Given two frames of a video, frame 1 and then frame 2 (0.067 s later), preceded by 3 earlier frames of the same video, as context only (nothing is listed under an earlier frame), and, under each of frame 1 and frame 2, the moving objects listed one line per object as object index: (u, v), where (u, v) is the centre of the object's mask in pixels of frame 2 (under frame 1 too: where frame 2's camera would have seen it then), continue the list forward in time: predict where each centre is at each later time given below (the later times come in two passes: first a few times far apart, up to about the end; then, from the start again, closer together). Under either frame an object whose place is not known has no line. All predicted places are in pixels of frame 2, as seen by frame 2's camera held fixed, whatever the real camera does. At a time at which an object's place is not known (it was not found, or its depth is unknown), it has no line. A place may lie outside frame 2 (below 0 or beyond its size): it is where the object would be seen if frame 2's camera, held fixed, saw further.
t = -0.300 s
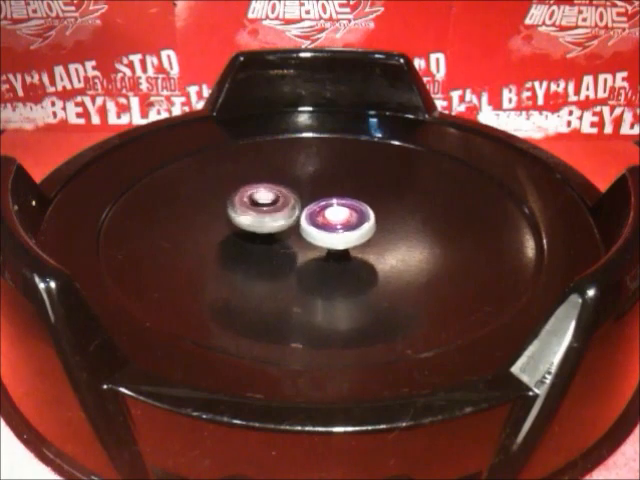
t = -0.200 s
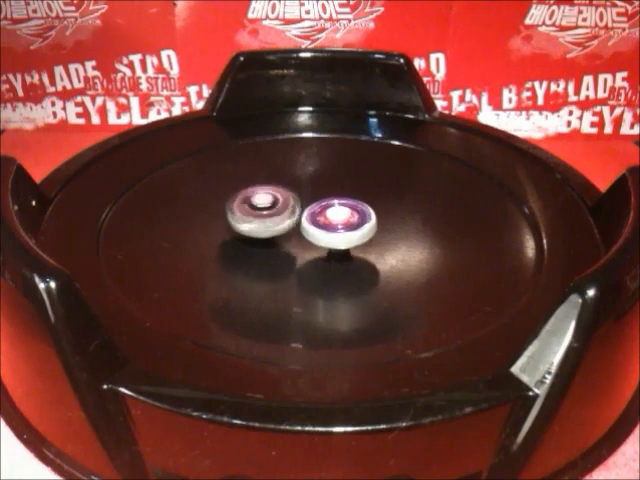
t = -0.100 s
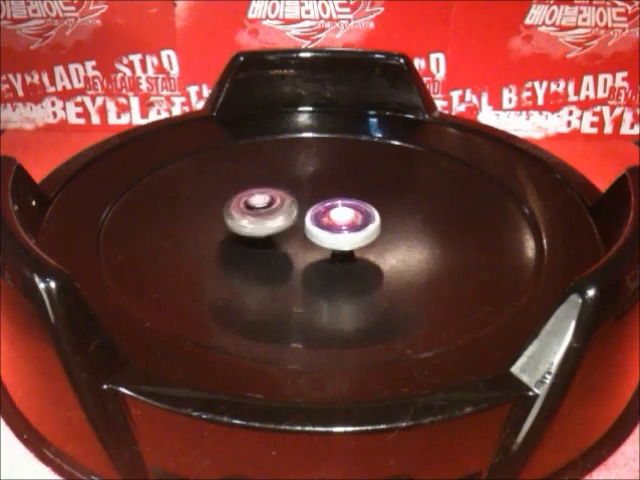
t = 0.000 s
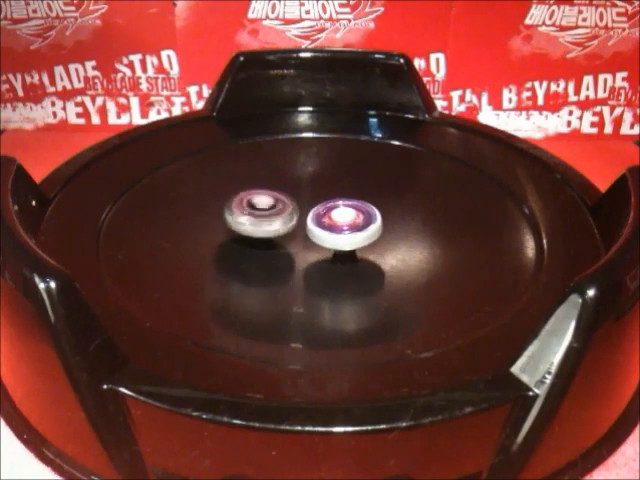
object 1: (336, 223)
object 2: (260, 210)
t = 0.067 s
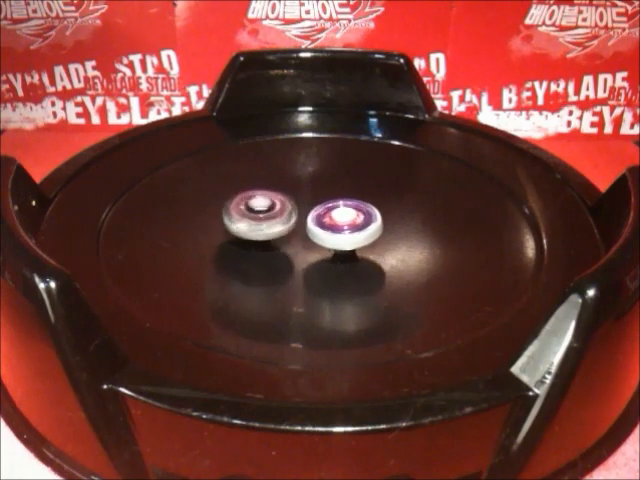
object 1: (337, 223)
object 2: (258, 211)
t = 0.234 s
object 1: (332, 224)
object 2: (259, 215)
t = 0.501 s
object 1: (333, 226)
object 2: (257, 216)
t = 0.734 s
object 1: (332, 225)
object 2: (260, 218)
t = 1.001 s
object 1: (338, 221)
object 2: (264, 220)
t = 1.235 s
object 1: (337, 217)
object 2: (265, 222)
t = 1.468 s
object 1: (355, 217)
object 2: (256, 224)
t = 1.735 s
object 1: (364, 215)
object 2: (287, 228)
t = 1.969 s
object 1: (365, 214)
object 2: (289, 232)
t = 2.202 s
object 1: (353, 215)
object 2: (287, 235)
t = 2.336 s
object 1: (363, 211)
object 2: (267, 235)
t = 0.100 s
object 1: (337, 223)
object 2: (259, 211)
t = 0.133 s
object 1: (336, 224)
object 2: (259, 212)
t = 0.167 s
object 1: (335, 224)
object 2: (259, 213)
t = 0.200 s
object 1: (334, 224)
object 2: (259, 214)
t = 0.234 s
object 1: (332, 224)
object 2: (259, 215)
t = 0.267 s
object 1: (331, 224)
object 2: (260, 215)
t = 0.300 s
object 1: (331, 225)
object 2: (260, 215)
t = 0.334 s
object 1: (332, 225)
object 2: (259, 215)
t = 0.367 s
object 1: (332, 226)
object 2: (257, 212)
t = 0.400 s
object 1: (332, 226)
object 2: (257, 211)
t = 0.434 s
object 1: (334, 225)
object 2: (258, 216)
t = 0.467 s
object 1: (334, 225)
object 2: (258, 216)
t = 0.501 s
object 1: (333, 226)
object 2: (257, 216)
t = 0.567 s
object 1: (327, 228)
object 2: (258, 217)
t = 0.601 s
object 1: (327, 228)
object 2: (259, 218)
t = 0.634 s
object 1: (331, 225)
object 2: (259, 218)
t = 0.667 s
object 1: (331, 225)
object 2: (259, 217)
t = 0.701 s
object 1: (332, 225)
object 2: (260, 217)
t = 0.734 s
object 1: (332, 225)
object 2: (260, 218)
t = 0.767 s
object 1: (335, 224)
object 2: (258, 218)
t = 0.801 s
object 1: (336, 224)
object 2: (259, 216)
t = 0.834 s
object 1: (337, 223)
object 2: (261, 216)
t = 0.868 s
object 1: (338, 222)
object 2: (262, 218)
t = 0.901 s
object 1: (339, 222)
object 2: (263, 219)
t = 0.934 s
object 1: (338, 221)
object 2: (262, 220)
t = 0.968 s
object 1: (338, 221)
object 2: (262, 220)
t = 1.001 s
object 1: (338, 221)
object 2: (264, 220)
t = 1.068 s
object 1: (337, 220)
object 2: (264, 221)
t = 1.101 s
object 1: (338, 219)
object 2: (264, 222)
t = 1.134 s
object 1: (337, 219)
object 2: (263, 222)
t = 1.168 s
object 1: (337, 217)
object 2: (265, 222)
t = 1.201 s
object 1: (338, 217)
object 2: (265, 222)
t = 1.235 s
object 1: (337, 217)
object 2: (265, 222)
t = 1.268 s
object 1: (336, 217)
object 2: (265, 222)
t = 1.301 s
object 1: (338, 215)
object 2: (263, 222)
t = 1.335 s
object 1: (338, 215)
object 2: (263, 220)
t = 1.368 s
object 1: (338, 214)
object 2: (265, 222)
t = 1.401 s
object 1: (339, 214)
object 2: (266, 225)
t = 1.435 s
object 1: (347, 213)
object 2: (259, 225)
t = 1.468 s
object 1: (355, 217)
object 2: (256, 224)
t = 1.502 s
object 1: (356, 218)
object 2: (257, 222)
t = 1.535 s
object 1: (357, 217)
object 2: (260, 222)
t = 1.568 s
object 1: (354, 213)
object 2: (263, 225)
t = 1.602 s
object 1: (359, 216)
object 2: (268, 227)
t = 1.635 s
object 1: (354, 213)
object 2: (273, 227)
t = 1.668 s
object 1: (359, 216)
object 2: (279, 229)
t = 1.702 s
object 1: (360, 215)
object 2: (286, 229)
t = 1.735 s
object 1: (364, 215)
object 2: (287, 228)
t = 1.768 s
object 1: (364, 215)
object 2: (289, 229)
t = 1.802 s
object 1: (359, 212)
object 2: (291, 230)
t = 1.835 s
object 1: (364, 214)
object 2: (292, 231)
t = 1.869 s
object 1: (364, 214)
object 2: (293, 232)
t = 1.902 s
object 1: (364, 214)
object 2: (295, 233)
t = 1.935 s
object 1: (365, 215)
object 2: (290, 234)
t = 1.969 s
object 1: (365, 214)
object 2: (289, 232)
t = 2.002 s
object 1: (364, 214)
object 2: (286, 234)
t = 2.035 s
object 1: (363, 214)
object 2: (285, 234)
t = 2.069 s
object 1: (361, 215)
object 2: (283, 234)
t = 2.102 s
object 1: (360, 215)
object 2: (285, 232)
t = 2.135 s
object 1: (358, 215)
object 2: (286, 233)
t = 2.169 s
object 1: (356, 215)
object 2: (285, 234)
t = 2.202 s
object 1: (353, 215)
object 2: (287, 235)
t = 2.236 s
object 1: (351, 215)
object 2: (286, 237)
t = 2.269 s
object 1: (353, 214)
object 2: (279, 236)
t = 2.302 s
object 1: (361, 211)
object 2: (269, 236)
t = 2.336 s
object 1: (363, 211)
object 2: (267, 235)
